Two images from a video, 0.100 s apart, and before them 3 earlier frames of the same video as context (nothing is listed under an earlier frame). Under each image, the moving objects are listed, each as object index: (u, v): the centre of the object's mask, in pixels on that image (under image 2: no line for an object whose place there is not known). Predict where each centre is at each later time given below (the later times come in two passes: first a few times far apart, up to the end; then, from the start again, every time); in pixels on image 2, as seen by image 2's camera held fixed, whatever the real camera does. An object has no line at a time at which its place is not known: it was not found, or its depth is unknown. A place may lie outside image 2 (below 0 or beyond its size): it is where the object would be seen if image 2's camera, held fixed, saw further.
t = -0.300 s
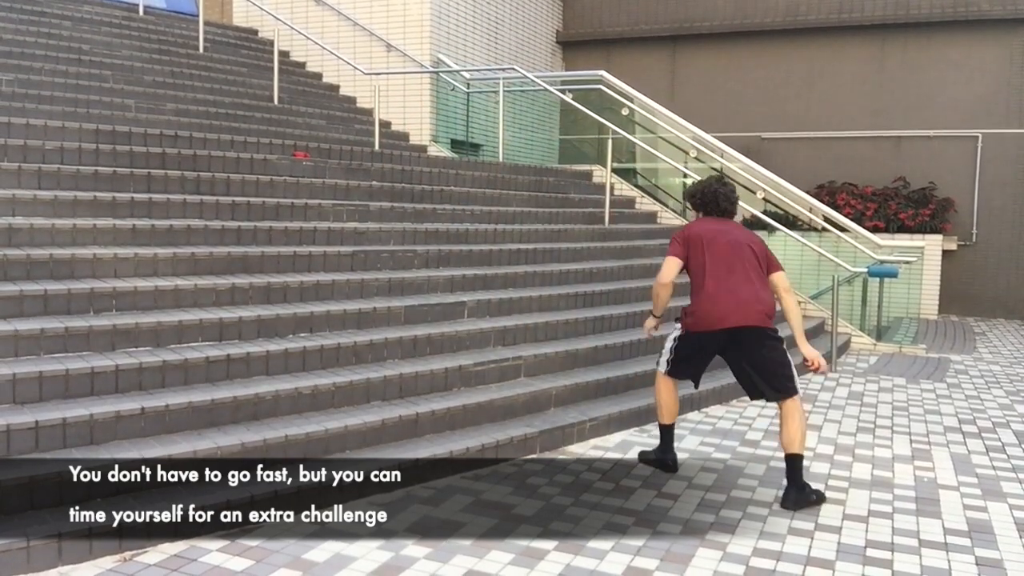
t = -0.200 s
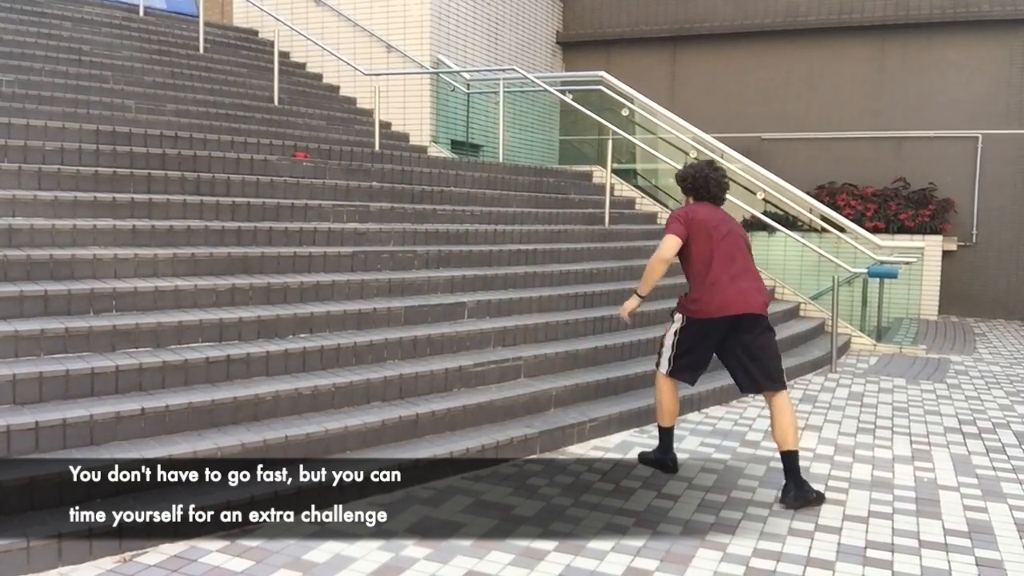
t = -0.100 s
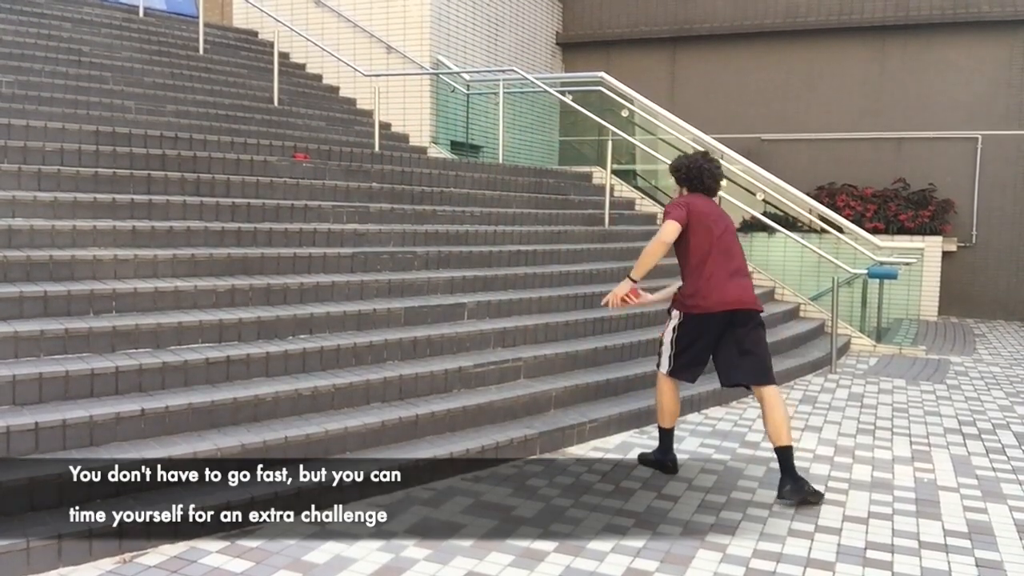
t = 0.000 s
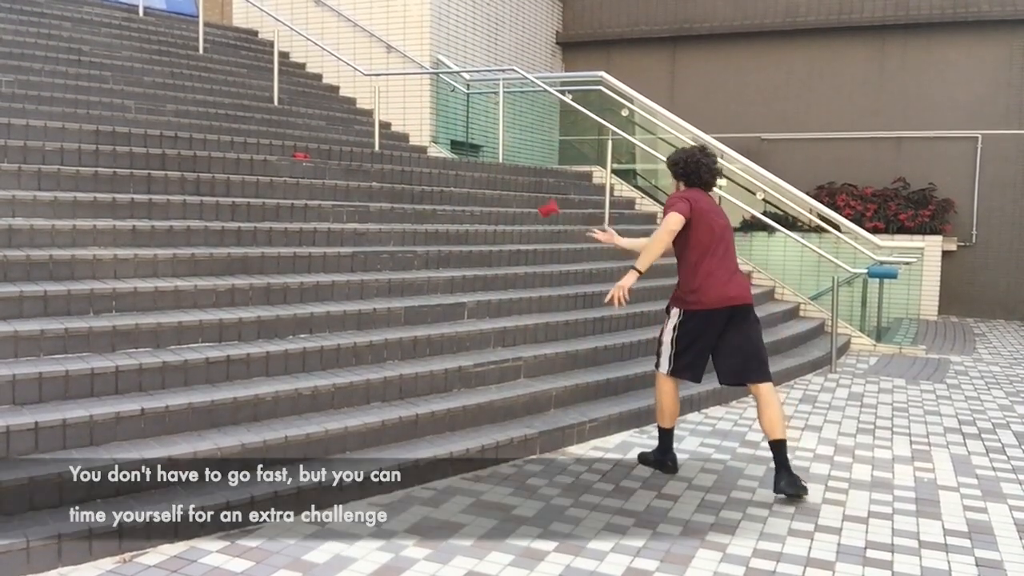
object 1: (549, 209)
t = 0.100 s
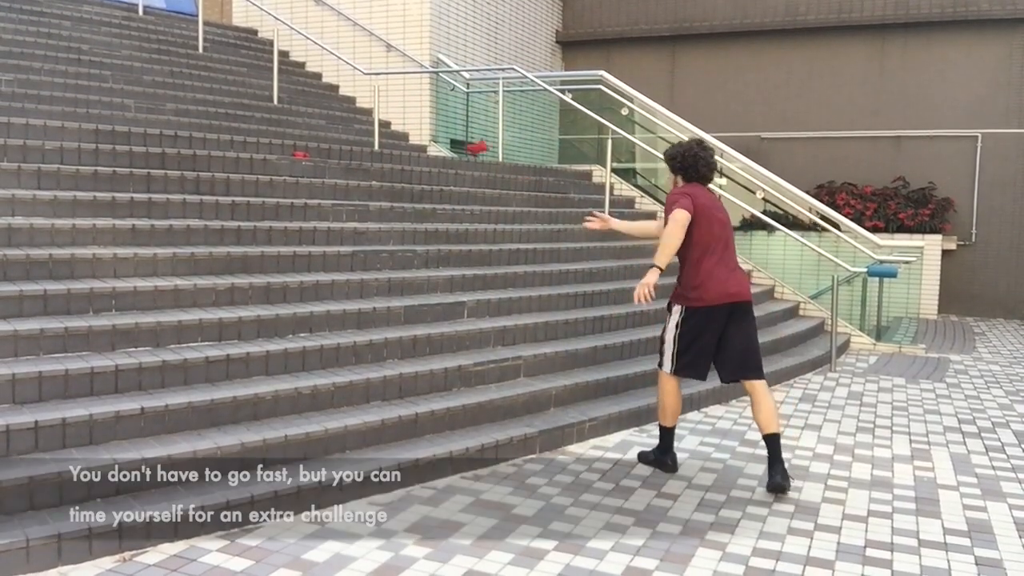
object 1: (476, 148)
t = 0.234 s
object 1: (395, 102)
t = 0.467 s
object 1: (279, 94)
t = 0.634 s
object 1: (214, 128)
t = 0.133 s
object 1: (456, 133)
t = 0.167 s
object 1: (434, 120)
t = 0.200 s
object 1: (414, 110)
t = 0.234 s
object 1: (395, 102)
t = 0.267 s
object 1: (377, 95)
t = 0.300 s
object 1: (359, 91)
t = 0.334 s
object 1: (341, 88)
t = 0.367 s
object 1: (325, 87)
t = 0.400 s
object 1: (310, 88)
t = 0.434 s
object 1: (294, 90)
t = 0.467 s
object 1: (279, 94)
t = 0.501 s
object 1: (265, 98)
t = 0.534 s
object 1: (251, 104)
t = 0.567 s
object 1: (239, 111)
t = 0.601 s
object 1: (226, 119)
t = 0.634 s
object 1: (214, 128)
